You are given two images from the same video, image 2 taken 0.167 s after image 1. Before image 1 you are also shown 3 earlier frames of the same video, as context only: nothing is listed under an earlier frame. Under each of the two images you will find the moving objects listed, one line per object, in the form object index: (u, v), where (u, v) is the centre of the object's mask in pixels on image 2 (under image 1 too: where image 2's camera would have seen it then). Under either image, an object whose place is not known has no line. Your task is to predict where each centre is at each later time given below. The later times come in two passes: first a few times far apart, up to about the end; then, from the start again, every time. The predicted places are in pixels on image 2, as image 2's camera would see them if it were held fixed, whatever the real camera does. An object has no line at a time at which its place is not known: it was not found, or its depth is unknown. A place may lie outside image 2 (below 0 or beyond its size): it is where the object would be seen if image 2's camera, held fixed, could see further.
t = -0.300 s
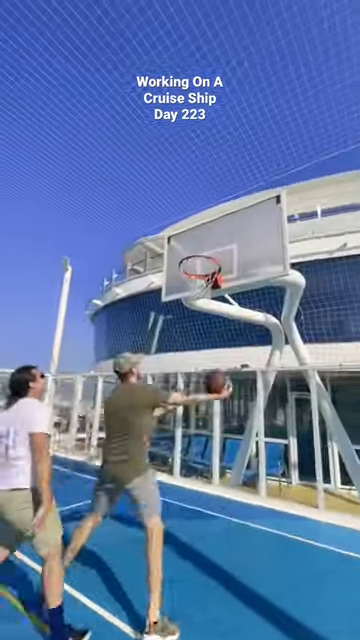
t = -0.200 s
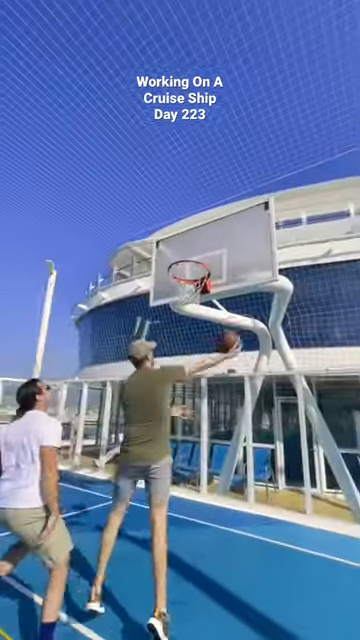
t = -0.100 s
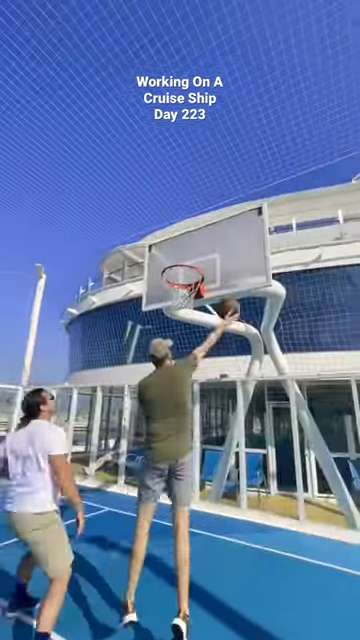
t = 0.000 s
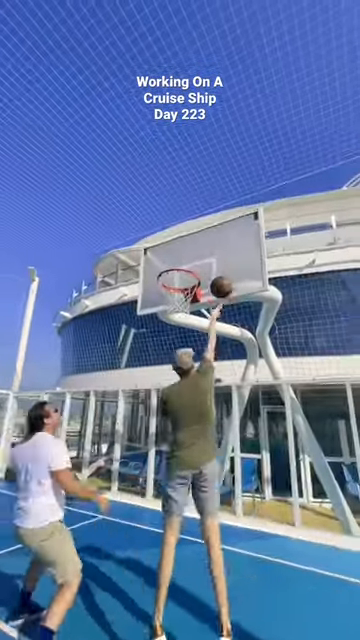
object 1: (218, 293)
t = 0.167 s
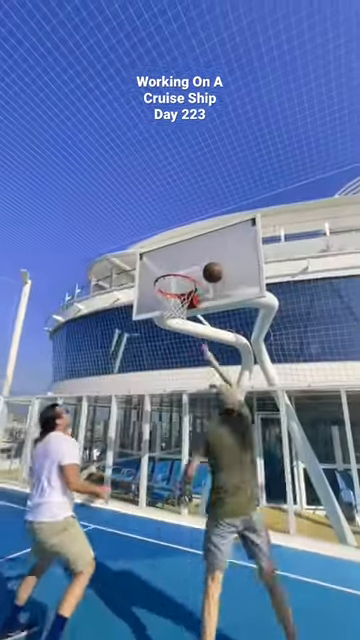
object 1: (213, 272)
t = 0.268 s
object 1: (207, 268)
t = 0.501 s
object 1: (191, 274)
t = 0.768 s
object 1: (175, 290)
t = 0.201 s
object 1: (211, 271)
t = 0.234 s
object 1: (210, 270)
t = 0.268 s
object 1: (207, 268)
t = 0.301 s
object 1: (205, 268)
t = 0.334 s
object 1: (202, 268)
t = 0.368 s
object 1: (199, 270)
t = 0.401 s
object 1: (197, 271)
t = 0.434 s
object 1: (195, 274)
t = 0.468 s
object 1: (193, 275)
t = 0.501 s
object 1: (191, 274)
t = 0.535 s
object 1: (189, 272)
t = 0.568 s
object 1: (187, 272)
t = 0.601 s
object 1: (185, 273)
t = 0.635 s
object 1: (183, 275)
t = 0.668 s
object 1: (181, 277)
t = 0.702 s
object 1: (180, 281)
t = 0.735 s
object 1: (177, 286)
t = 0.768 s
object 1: (175, 290)
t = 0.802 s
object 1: (173, 296)
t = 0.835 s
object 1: (170, 304)
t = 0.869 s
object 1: (169, 311)
